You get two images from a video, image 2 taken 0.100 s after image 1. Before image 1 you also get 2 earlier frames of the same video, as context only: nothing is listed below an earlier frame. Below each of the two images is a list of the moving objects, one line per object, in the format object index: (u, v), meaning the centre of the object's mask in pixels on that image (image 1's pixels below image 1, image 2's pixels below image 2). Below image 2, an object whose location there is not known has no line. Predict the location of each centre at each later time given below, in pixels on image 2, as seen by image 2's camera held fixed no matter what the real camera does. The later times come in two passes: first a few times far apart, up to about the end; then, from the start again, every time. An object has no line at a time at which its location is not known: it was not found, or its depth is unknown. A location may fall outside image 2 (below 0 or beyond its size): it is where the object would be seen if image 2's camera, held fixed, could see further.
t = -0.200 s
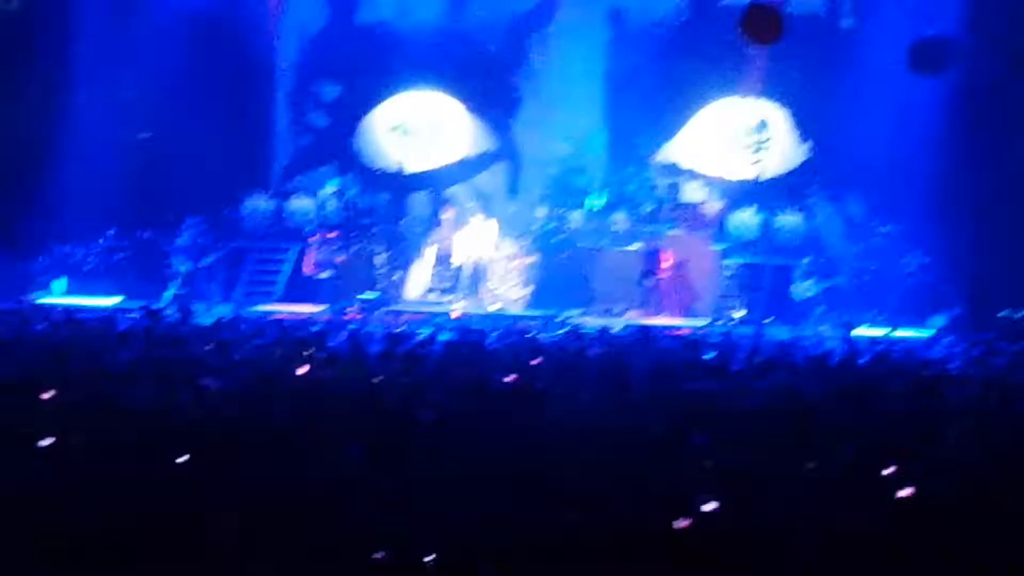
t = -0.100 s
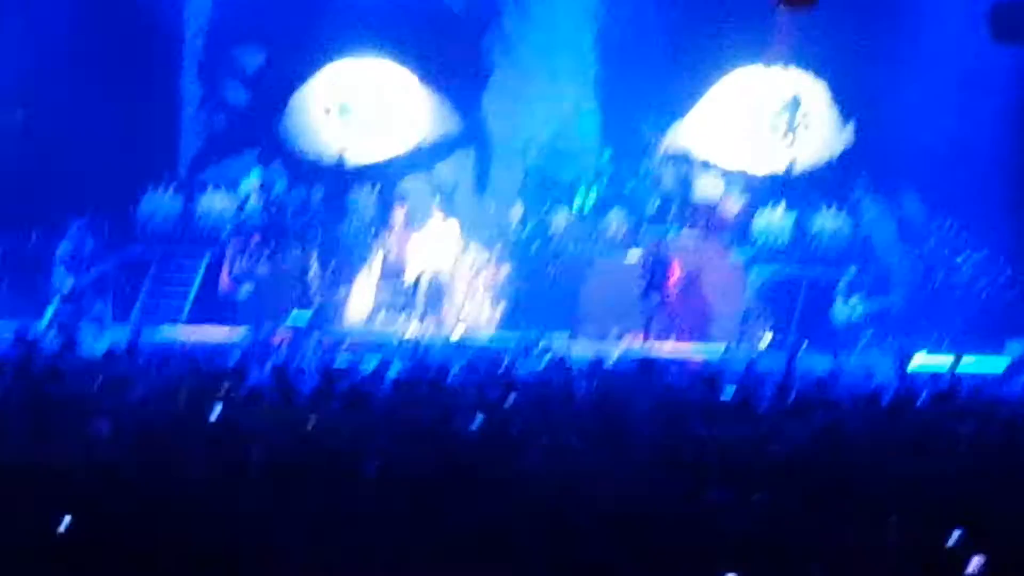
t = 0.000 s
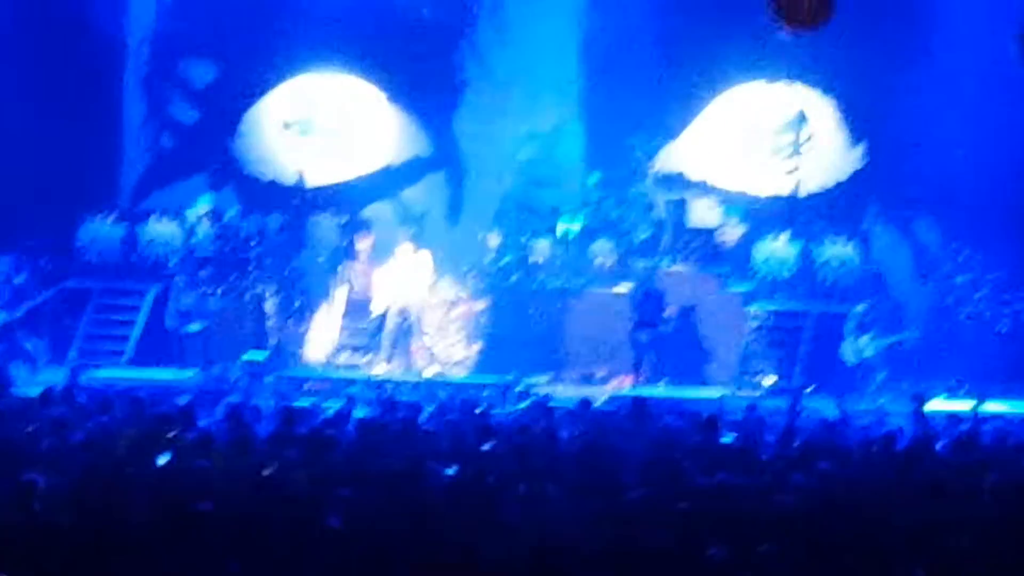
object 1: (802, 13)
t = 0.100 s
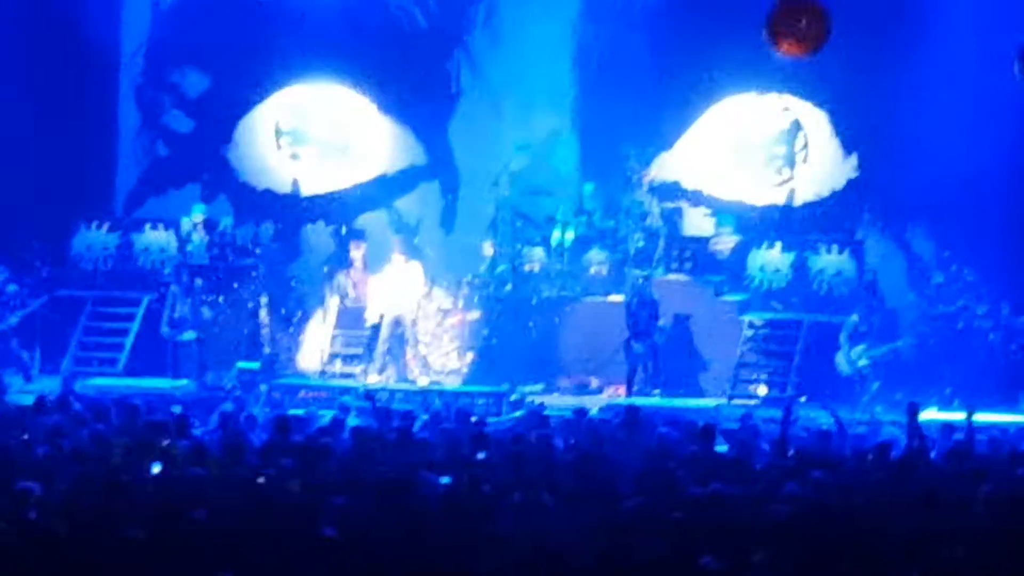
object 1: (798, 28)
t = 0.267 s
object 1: (802, 54)
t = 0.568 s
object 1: (811, 114)
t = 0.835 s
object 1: (820, 197)
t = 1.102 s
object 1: (825, 289)
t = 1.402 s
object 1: (826, 398)
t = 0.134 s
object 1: (798, 31)
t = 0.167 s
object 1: (799, 37)
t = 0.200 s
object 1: (800, 44)
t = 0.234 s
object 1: (801, 49)
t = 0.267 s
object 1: (802, 54)
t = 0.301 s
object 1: (802, 60)
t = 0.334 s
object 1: (804, 66)
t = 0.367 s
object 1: (805, 72)
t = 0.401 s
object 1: (806, 79)
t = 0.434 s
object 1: (807, 85)
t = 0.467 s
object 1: (809, 91)
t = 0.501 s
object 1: (808, 101)
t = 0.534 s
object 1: (809, 109)
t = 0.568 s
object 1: (811, 114)
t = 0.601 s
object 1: (812, 123)
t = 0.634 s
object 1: (813, 132)
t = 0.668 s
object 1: (814, 145)
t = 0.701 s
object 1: (816, 153)
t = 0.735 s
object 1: (817, 165)
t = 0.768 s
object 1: (818, 176)
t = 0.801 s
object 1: (819, 186)
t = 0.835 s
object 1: (820, 197)
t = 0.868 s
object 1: (821, 207)
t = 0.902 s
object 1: (821, 219)
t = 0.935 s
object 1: (822, 231)
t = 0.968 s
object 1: (822, 243)
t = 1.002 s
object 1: (823, 255)
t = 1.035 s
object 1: (824, 266)
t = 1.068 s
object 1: (824, 278)
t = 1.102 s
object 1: (825, 289)
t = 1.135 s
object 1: (825, 301)
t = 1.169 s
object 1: (825, 312)
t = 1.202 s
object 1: (826, 325)
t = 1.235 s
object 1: (826, 338)
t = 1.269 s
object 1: (827, 350)
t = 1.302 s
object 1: (827, 363)
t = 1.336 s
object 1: (827, 375)
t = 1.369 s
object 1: (826, 385)
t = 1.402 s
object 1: (826, 398)
